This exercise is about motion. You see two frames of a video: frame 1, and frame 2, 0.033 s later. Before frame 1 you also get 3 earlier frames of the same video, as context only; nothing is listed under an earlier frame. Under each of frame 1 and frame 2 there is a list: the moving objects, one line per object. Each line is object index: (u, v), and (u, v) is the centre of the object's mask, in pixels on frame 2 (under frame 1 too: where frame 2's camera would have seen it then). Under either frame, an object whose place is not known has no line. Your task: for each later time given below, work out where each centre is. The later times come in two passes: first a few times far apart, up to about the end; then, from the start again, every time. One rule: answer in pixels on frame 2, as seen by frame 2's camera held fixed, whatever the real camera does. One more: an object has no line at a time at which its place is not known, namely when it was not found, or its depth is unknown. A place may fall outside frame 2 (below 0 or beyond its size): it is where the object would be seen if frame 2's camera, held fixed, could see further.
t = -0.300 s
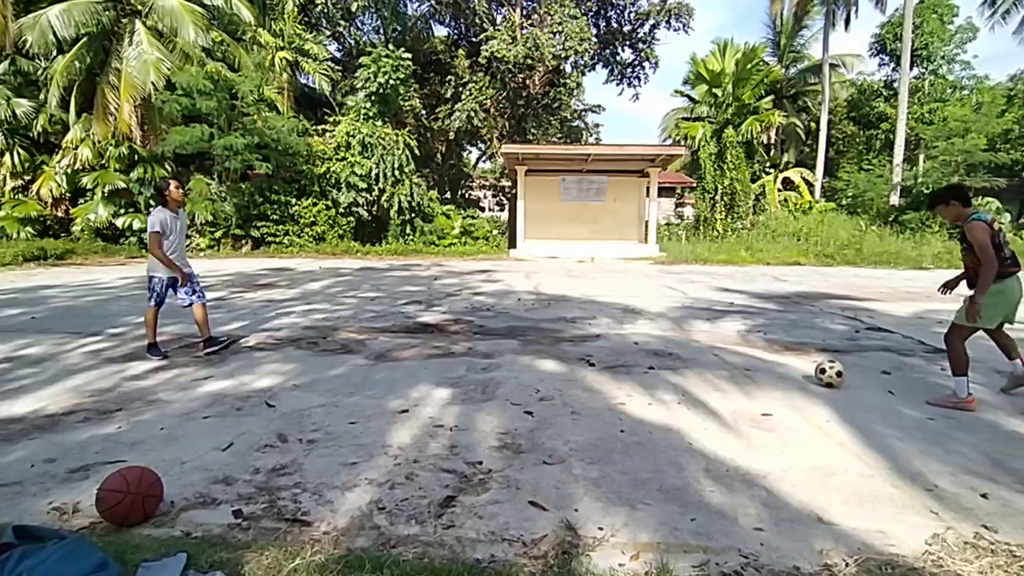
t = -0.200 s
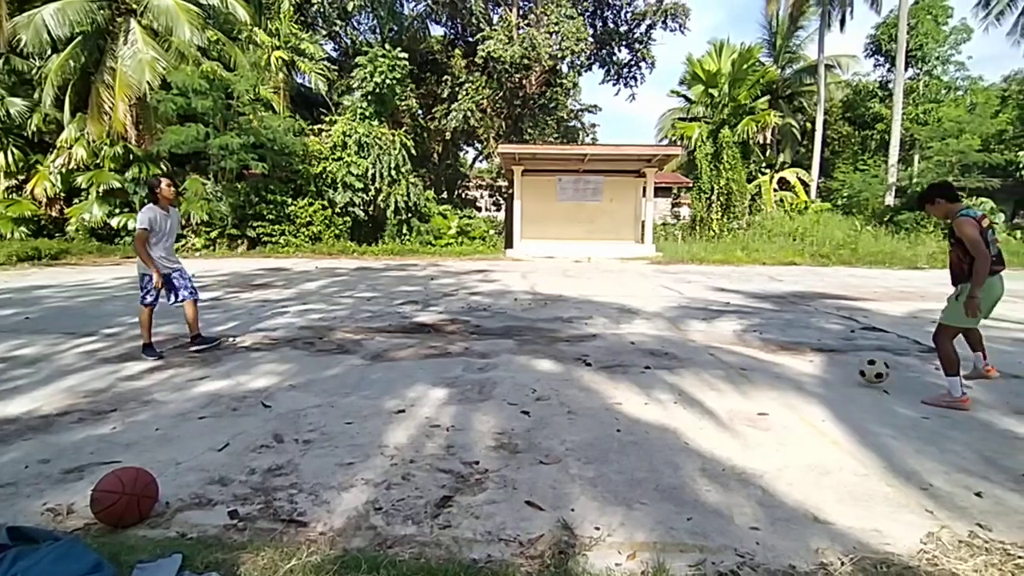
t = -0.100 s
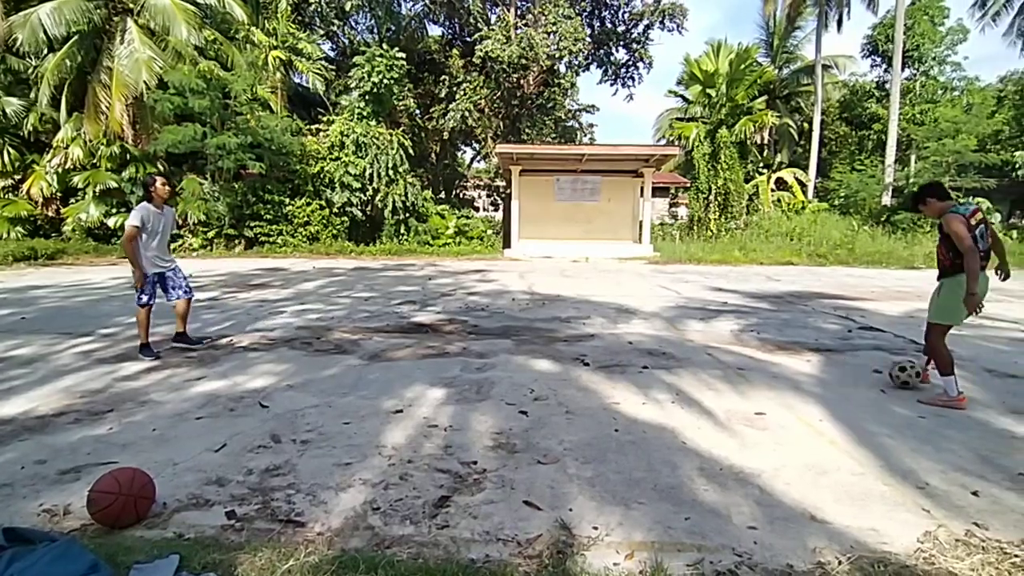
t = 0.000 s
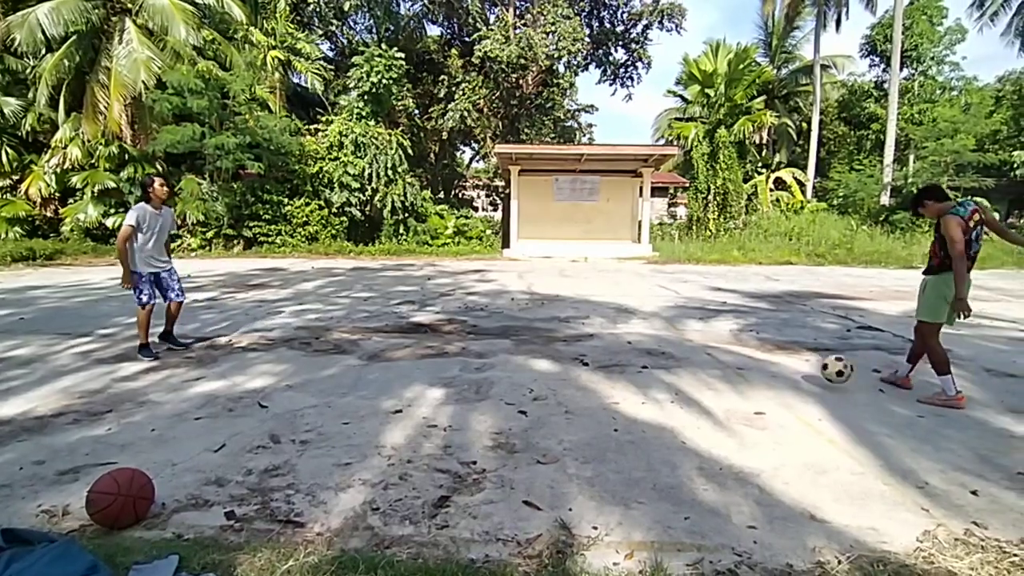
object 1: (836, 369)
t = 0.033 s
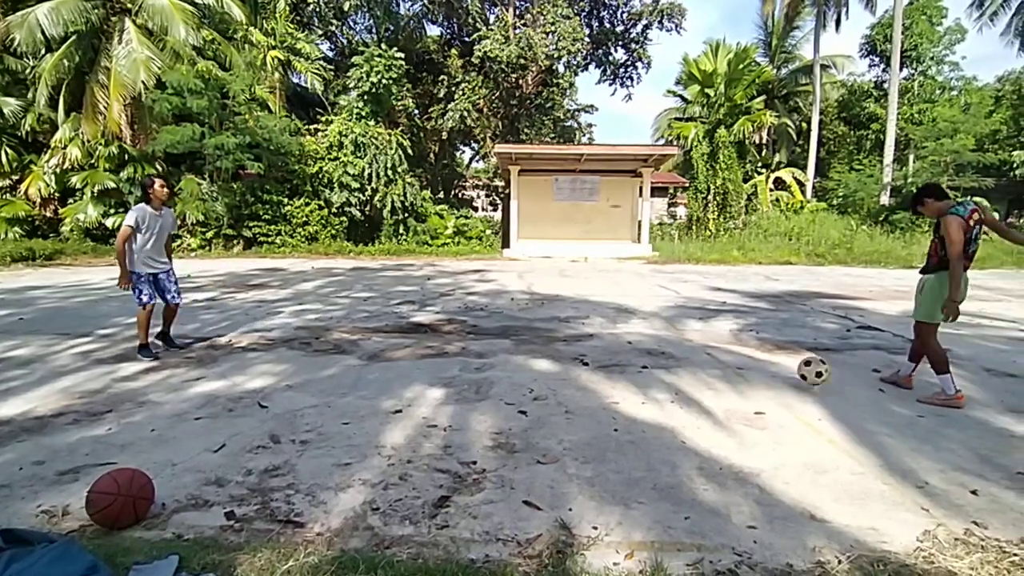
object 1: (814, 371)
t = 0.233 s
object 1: (687, 379)
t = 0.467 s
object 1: (572, 391)
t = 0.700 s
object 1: (483, 394)
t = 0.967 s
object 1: (374, 400)
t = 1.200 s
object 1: (275, 410)
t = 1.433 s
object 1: (169, 417)
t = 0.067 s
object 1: (789, 374)
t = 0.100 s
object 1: (765, 378)
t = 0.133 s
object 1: (742, 381)
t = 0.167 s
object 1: (724, 379)
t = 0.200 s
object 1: (706, 379)
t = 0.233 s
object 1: (687, 379)
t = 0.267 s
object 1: (668, 381)
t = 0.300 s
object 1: (648, 384)
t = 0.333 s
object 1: (631, 386)
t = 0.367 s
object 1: (617, 385)
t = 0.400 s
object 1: (602, 386)
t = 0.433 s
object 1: (587, 387)
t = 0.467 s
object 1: (572, 391)
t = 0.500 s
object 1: (560, 390)
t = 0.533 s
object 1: (548, 389)
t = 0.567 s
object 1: (534, 390)
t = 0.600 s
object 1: (521, 394)
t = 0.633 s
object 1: (509, 395)
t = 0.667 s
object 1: (495, 393)
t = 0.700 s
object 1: (483, 394)
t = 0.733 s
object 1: (470, 394)
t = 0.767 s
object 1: (456, 397)
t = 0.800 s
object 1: (442, 399)
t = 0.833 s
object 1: (429, 398)
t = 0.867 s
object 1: (415, 398)
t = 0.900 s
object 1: (402, 401)
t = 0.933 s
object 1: (389, 401)
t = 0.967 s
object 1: (374, 400)
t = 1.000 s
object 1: (360, 401)
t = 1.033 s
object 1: (346, 403)
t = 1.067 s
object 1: (333, 407)
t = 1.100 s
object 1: (318, 409)
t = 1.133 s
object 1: (304, 409)
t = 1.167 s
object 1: (289, 410)
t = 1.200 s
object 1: (275, 410)
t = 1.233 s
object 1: (260, 410)
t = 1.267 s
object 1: (245, 413)
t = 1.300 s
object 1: (231, 413)
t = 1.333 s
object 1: (216, 414)
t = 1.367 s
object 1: (199, 415)
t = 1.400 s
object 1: (184, 415)
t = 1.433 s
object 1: (169, 417)
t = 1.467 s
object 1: (153, 419)
